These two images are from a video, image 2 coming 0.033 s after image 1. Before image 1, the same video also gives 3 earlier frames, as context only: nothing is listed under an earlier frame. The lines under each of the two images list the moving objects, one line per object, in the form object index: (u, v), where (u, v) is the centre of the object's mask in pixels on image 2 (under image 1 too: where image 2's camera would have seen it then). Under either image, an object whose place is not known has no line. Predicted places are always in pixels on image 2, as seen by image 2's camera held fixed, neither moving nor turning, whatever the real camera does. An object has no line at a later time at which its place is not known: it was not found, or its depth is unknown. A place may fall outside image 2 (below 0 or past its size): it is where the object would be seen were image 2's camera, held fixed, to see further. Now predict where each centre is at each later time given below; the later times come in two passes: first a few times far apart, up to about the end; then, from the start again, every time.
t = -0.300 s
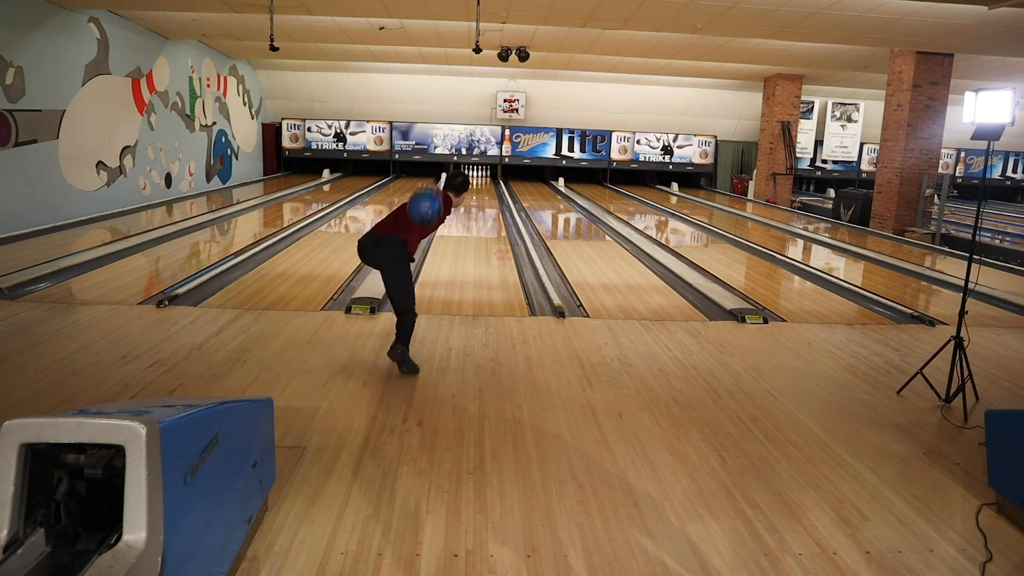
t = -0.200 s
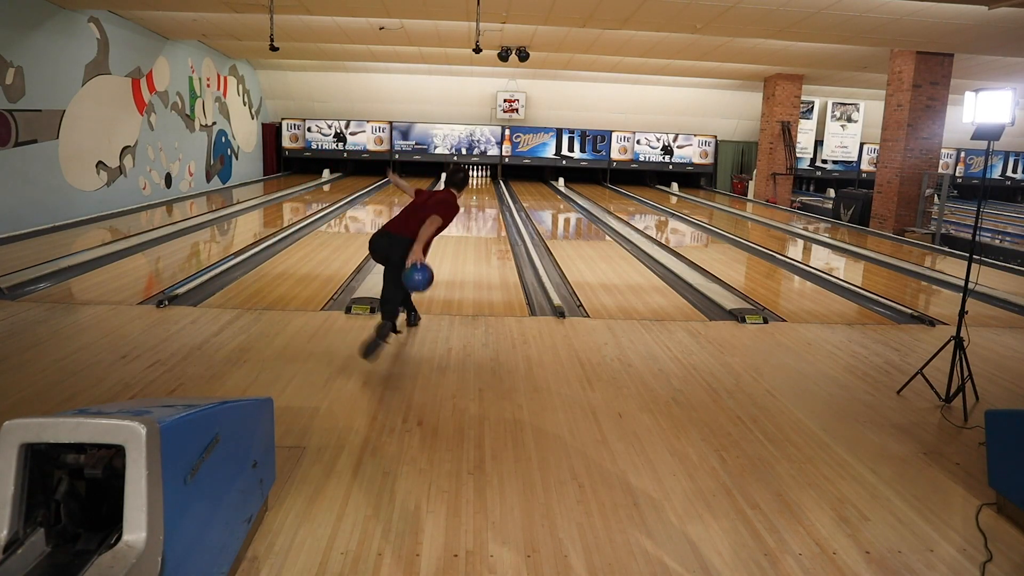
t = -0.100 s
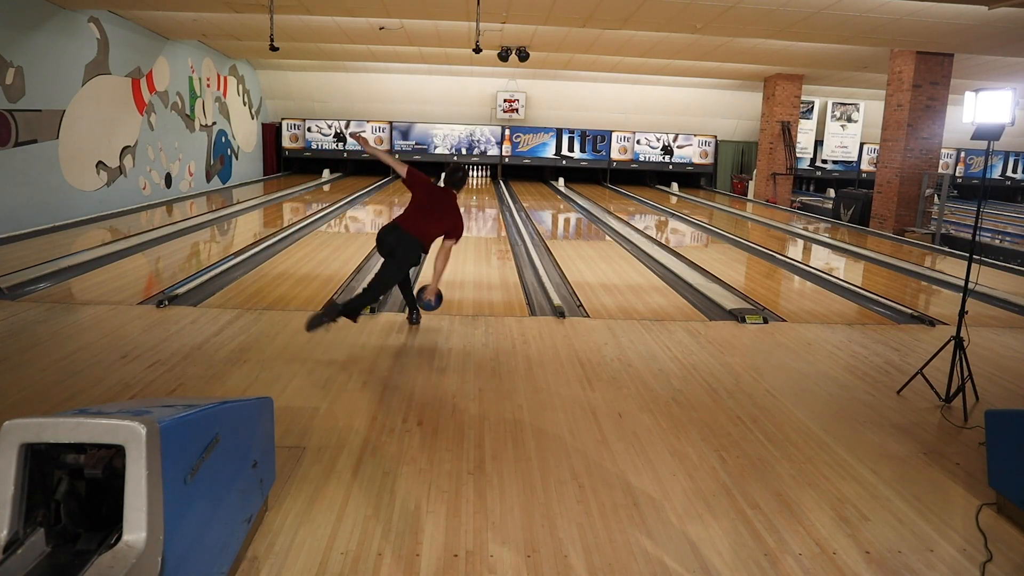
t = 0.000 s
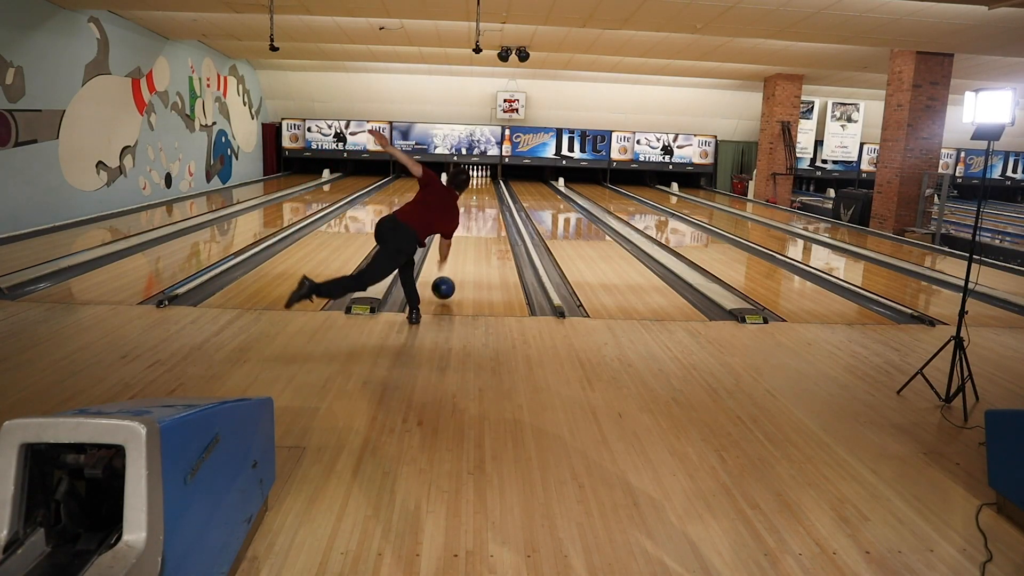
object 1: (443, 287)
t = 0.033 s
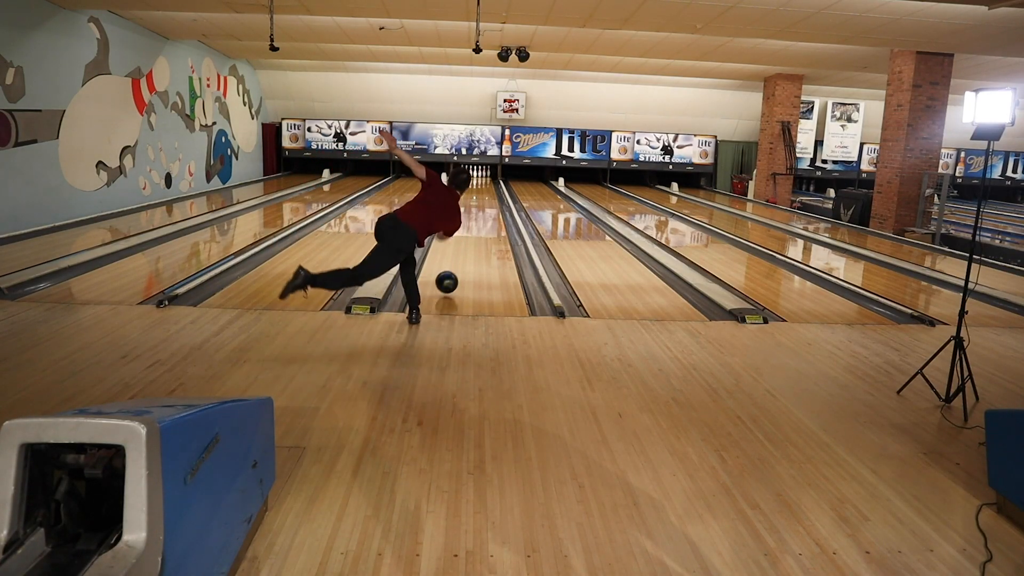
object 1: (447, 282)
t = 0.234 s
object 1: (462, 254)
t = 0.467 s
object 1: (473, 231)
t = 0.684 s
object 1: (481, 217)
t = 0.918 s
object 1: (486, 206)
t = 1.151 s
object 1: (489, 197)
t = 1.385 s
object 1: (491, 190)
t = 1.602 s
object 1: (490, 186)
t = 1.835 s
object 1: (488, 181)
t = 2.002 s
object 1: (484, 178)
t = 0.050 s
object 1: (448, 279)
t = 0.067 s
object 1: (450, 278)
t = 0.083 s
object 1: (451, 275)
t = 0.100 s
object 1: (452, 272)
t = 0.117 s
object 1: (454, 270)
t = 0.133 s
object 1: (455, 267)
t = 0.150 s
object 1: (456, 265)
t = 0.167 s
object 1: (458, 262)
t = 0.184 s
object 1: (459, 260)
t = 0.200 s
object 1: (460, 258)
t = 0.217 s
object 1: (461, 256)
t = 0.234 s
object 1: (462, 254)
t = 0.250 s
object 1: (463, 252)
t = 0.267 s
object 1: (464, 250)
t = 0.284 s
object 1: (465, 248)
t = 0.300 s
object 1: (466, 246)
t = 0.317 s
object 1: (467, 245)
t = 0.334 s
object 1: (468, 243)
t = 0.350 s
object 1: (468, 241)
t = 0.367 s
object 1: (469, 240)
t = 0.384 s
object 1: (470, 238)
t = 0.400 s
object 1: (471, 237)
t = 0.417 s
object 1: (472, 235)
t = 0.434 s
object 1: (472, 234)
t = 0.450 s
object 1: (473, 233)
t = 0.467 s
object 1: (473, 231)
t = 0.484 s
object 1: (474, 230)
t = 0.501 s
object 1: (475, 229)
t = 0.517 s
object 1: (475, 228)
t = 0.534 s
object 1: (476, 226)
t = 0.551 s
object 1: (477, 225)
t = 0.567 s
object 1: (477, 225)
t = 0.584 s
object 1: (479, 224)
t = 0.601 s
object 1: (479, 222)
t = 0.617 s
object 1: (479, 221)
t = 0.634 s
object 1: (479, 220)
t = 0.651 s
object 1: (480, 219)
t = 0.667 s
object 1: (480, 218)
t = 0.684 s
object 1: (481, 217)
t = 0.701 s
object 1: (481, 217)
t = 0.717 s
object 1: (482, 216)
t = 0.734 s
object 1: (482, 215)
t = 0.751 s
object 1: (482, 214)
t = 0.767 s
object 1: (483, 213)
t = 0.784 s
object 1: (483, 212)
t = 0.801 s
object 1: (484, 211)
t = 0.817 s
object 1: (484, 211)
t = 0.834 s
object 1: (484, 210)
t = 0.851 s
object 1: (485, 209)
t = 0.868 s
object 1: (485, 208)
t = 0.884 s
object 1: (485, 207)
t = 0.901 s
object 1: (486, 207)
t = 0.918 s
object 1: (486, 206)
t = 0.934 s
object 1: (486, 205)
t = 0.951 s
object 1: (487, 205)
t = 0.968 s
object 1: (487, 204)
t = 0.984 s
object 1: (487, 203)
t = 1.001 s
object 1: (488, 203)
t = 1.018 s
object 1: (488, 202)
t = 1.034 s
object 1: (488, 201)
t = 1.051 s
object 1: (488, 201)
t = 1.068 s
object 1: (488, 200)
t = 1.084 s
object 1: (489, 200)
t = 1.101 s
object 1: (489, 199)
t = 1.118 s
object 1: (489, 199)
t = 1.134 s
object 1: (489, 198)
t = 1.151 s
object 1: (489, 197)
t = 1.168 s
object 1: (490, 197)
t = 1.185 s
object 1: (490, 196)
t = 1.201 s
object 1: (490, 196)
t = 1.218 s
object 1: (490, 195)
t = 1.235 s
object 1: (490, 195)
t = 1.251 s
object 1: (490, 194)
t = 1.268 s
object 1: (490, 194)
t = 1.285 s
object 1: (490, 193)
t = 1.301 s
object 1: (490, 193)
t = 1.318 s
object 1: (490, 192)
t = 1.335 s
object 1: (491, 192)
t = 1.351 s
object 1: (491, 191)
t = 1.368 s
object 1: (491, 191)
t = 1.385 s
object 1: (491, 190)
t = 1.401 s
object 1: (491, 190)
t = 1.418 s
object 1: (491, 190)
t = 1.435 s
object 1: (491, 189)
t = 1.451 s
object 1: (491, 189)
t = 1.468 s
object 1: (490, 188)
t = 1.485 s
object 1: (491, 188)
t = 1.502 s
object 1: (491, 188)
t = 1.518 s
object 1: (491, 187)
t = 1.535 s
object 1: (490, 187)
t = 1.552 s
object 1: (490, 187)
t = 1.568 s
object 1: (490, 187)
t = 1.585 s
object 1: (490, 186)
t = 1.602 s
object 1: (490, 186)
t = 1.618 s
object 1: (490, 185)
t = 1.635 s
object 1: (490, 185)
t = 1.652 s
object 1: (490, 184)
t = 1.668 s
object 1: (489, 184)
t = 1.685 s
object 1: (489, 184)
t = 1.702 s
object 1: (489, 184)
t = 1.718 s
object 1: (489, 183)
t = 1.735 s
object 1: (489, 183)
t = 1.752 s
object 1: (489, 182)
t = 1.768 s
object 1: (488, 182)
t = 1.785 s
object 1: (488, 182)
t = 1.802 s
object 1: (488, 181)
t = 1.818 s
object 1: (488, 181)
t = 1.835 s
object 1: (488, 181)
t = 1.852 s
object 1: (487, 181)
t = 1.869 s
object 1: (487, 180)
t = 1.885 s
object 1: (486, 180)
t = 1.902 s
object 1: (486, 180)
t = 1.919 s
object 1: (485, 180)
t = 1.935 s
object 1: (485, 179)
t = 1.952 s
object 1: (485, 179)
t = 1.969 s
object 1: (484, 179)
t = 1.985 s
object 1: (484, 178)
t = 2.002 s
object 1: (484, 178)
